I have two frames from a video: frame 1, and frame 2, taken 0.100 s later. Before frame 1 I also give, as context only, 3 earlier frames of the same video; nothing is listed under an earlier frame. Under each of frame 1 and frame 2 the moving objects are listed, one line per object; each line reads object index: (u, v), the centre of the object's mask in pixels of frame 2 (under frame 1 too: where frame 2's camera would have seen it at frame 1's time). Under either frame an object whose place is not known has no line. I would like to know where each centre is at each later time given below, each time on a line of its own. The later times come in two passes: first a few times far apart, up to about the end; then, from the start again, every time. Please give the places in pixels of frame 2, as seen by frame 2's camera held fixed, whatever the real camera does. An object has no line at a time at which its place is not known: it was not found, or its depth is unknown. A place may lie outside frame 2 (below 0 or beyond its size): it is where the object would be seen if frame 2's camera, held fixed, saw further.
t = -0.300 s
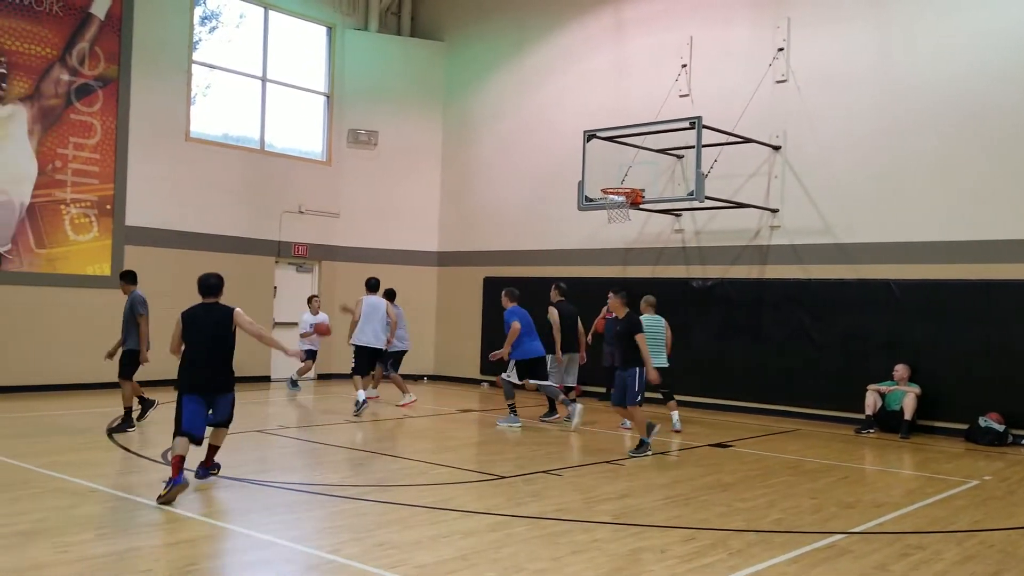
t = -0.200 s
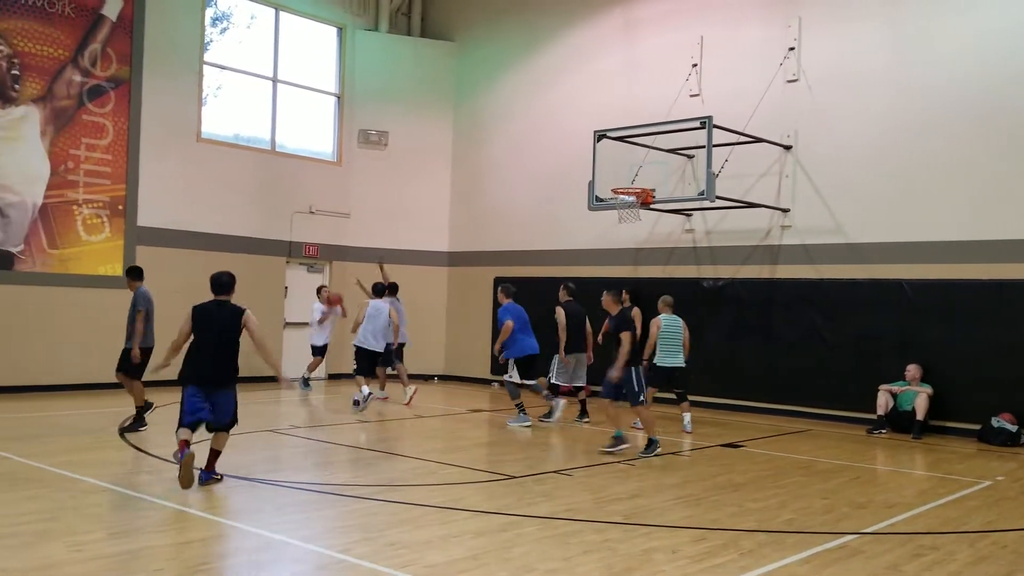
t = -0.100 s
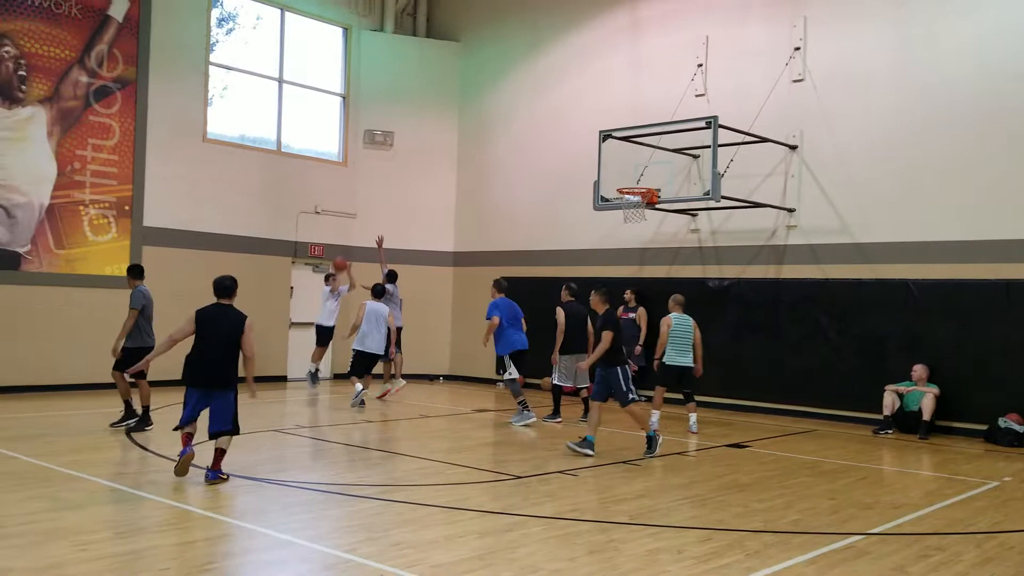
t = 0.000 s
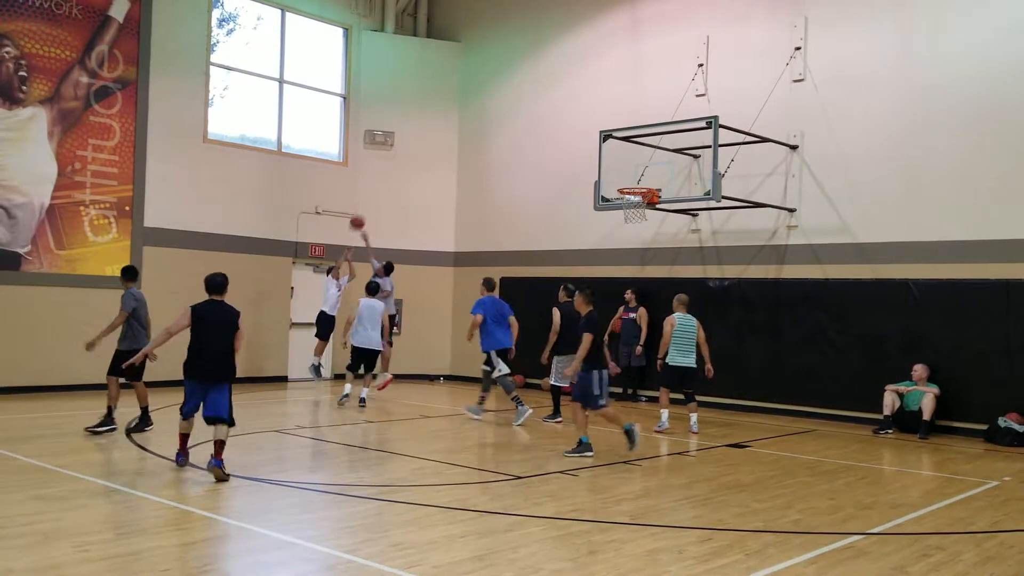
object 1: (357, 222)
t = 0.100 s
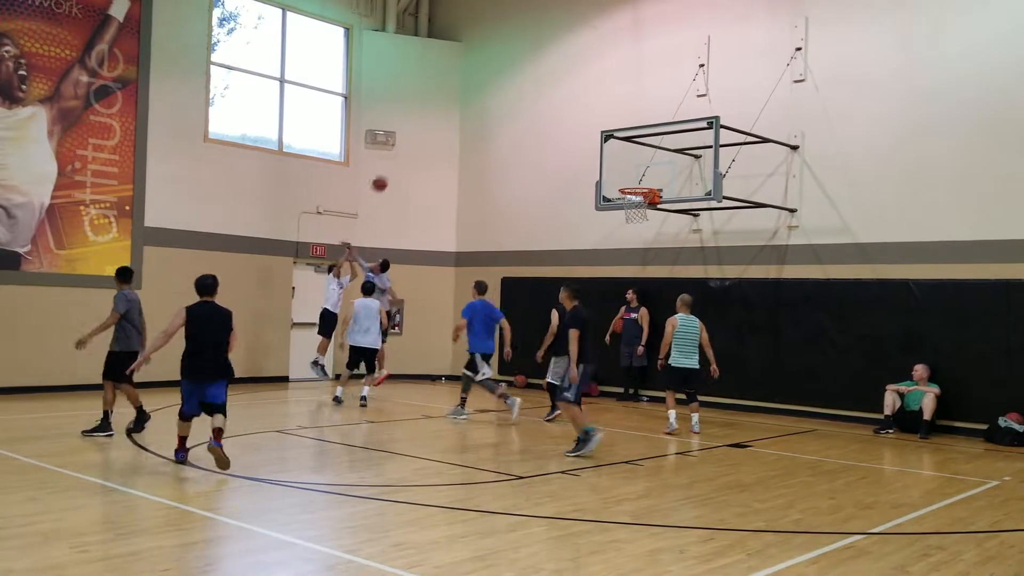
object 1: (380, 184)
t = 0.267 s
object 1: (415, 131)
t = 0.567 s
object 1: (483, 76)
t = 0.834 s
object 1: (543, 76)
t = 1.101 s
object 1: (604, 127)
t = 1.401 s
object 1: (619, 162)
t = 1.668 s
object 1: (590, 124)
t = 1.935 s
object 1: (560, 136)
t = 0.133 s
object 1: (387, 172)
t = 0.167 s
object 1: (394, 161)
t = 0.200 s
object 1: (401, 150)
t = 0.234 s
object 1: (408, 140)
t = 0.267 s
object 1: (415, 131)
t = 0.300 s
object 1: (422, 122)
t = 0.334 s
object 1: (430, 114)
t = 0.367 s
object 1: (438, 107)
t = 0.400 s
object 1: (446, 100)
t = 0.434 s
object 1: (454, 94)
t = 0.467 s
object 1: (462, 89)
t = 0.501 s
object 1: (468, 84)
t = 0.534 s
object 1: (475, 80)
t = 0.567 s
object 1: (483, 76)
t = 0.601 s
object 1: (490, 74)
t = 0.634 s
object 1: (498, 72)
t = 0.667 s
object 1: (505, 70)
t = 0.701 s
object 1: (513, 70)
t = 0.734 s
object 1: (520, 71)
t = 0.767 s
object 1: (528, 71)
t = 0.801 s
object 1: (535, 74)
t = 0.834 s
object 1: (543, 76)
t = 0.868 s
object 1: (550, 80)
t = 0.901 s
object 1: (558, 84)
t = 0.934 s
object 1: (565, 89)
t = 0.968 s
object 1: (573, 96)
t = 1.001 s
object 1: (580, 103)
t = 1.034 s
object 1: (588, 110)
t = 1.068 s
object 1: (596, 119)
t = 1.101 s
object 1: (604, 127)
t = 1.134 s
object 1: (612, 137)
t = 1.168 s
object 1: (618, 149)
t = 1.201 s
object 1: (621, 157)
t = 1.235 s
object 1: (624, 164)
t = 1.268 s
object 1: (626, 174)
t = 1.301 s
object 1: (629, 182)
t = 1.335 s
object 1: (627, 180)
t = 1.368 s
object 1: (622, 171)
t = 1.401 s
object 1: (619, 162)
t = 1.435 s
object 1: (615, 155)
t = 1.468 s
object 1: (611, 149)
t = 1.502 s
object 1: (608, 142)
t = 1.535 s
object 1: (605, 137)
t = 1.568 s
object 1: (602, 133)
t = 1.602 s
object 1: (598, 129)
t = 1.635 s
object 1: (594, 126)
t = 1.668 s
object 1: (590, 124)
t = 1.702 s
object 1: (587, 123)
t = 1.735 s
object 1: (583, 122)
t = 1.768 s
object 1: (579, 123)
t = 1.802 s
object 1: (575, 124)
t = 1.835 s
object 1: (571, 126)
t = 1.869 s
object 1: (568, 128)
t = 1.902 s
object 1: (560, 133)
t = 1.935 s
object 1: (560, 136)
